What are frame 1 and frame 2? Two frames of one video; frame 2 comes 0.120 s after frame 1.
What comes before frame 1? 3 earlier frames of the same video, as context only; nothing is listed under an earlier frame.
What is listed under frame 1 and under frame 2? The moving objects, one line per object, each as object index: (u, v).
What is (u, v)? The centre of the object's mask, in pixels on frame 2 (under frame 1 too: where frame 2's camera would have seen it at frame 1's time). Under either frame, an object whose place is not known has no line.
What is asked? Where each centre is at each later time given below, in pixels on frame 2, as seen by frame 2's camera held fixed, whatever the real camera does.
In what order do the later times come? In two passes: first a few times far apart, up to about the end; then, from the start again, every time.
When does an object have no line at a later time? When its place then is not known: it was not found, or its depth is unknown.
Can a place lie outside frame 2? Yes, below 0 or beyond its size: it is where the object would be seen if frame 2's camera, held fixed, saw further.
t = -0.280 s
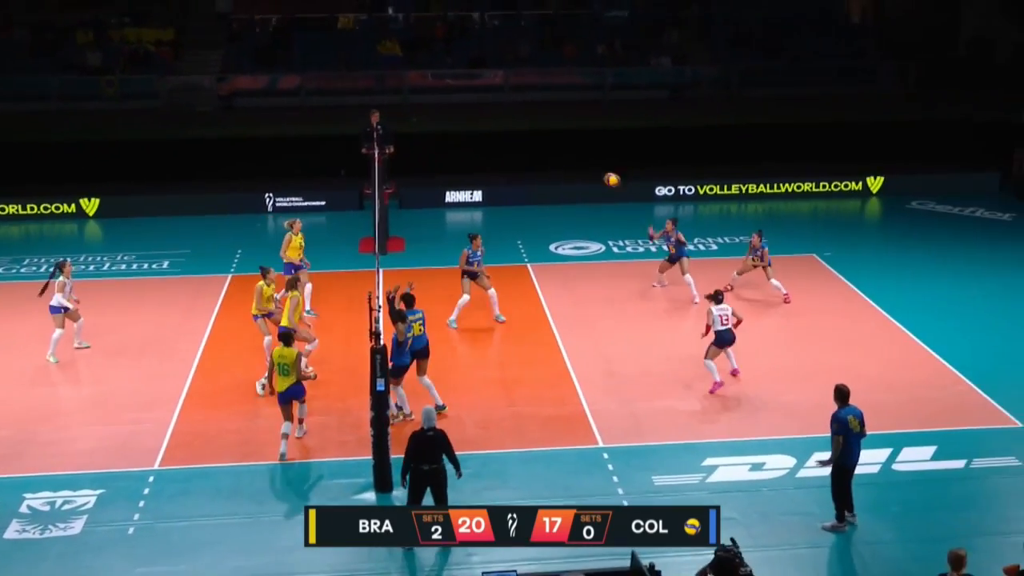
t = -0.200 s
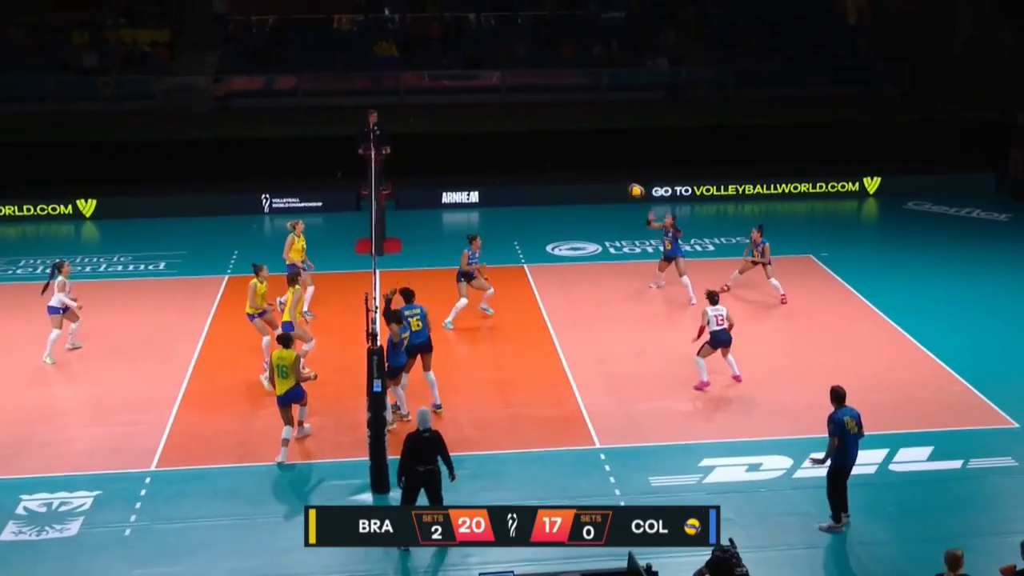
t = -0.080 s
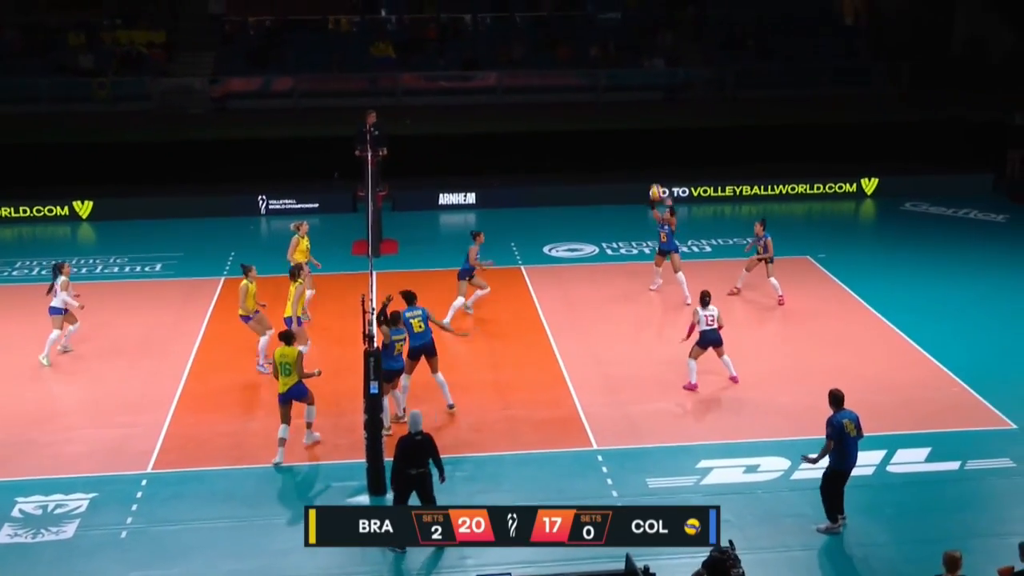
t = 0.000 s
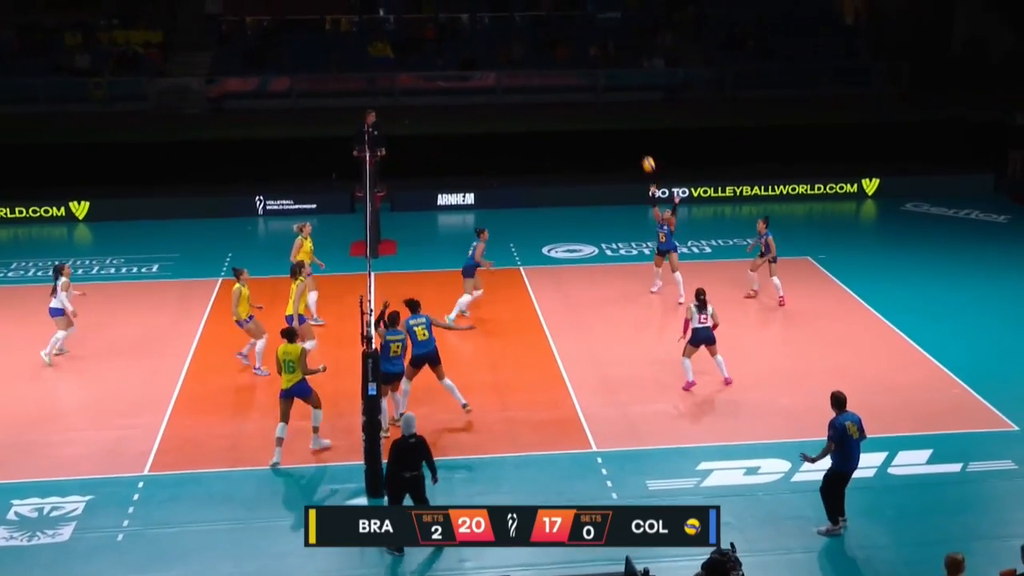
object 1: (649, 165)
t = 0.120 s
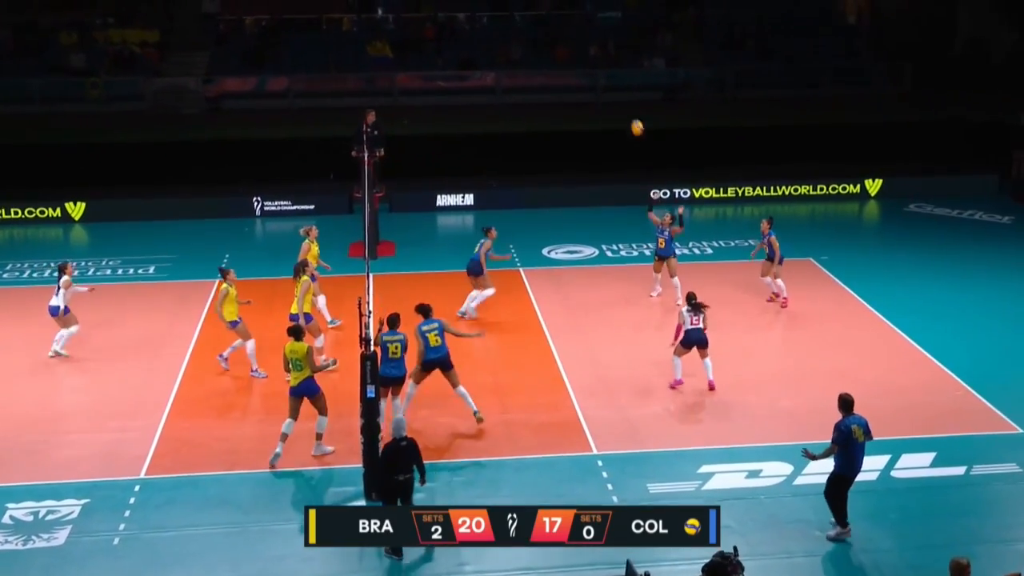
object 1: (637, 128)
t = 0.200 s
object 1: (628, 106)
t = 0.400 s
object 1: (608, 70)
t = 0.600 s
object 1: (587, 56)
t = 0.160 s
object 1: (633, 117)
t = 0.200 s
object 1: (628, 106)
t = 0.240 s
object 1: (624, 98)
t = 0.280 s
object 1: (620, 89)
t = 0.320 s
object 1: (616, 82)
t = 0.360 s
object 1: (612, 76)
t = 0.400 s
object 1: (608, 70)
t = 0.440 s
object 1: (603, 66)
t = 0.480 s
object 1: (600, 62)
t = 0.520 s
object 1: (595, 59)
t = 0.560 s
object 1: (592, 57)
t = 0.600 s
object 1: (587, 56)
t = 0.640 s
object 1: (583, 56)
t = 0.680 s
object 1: (579, 58)
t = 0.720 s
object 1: (576, 59)
